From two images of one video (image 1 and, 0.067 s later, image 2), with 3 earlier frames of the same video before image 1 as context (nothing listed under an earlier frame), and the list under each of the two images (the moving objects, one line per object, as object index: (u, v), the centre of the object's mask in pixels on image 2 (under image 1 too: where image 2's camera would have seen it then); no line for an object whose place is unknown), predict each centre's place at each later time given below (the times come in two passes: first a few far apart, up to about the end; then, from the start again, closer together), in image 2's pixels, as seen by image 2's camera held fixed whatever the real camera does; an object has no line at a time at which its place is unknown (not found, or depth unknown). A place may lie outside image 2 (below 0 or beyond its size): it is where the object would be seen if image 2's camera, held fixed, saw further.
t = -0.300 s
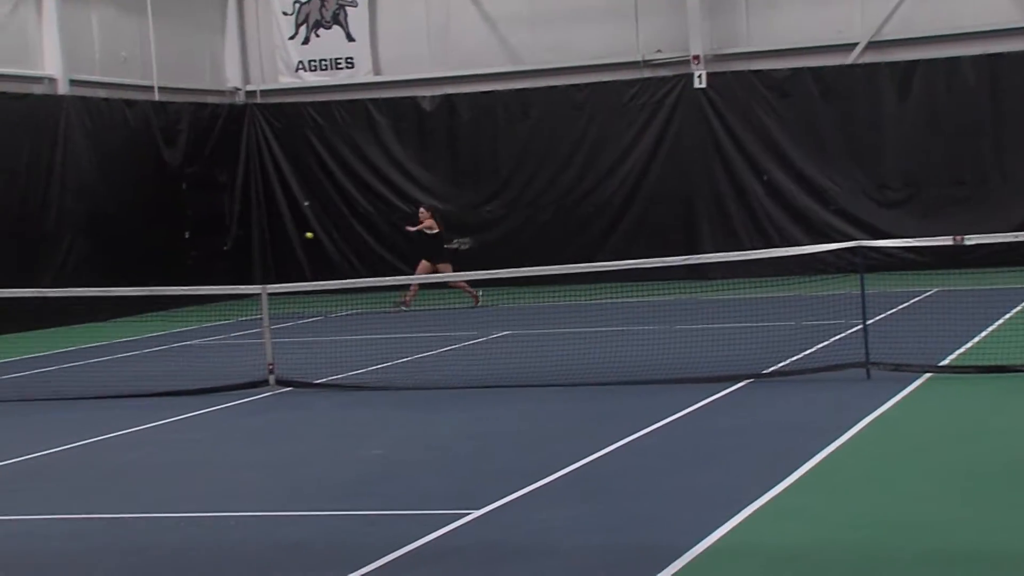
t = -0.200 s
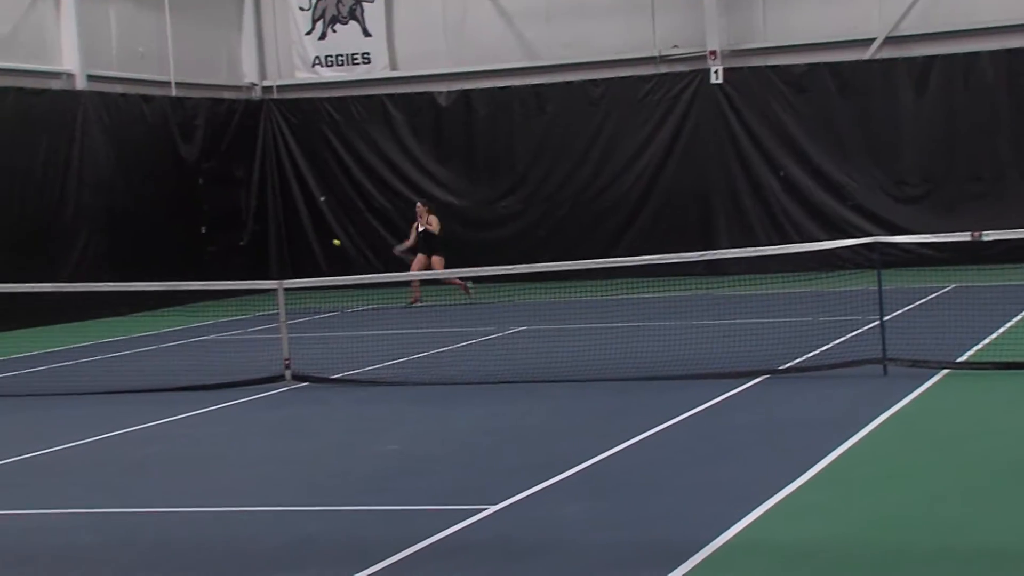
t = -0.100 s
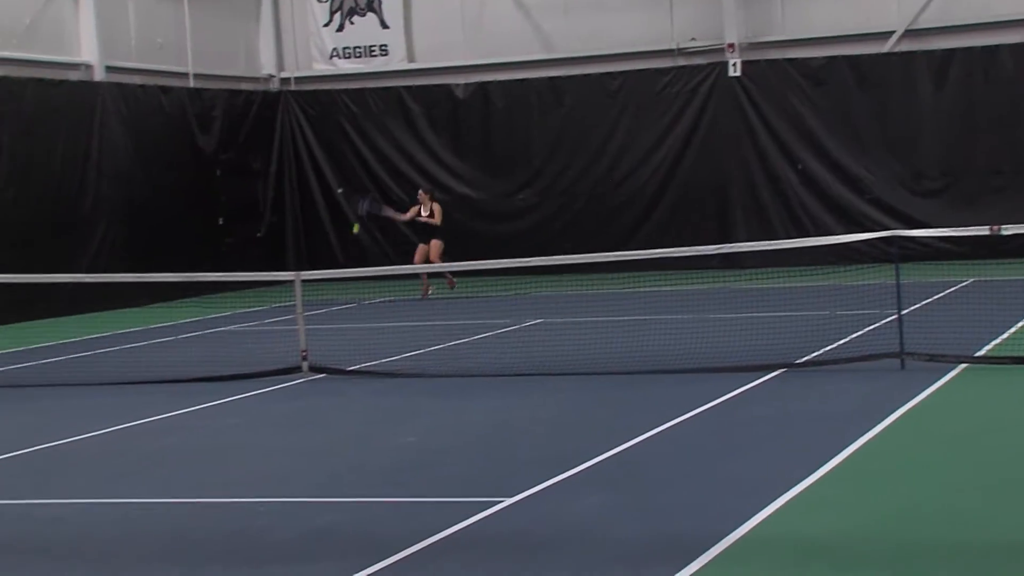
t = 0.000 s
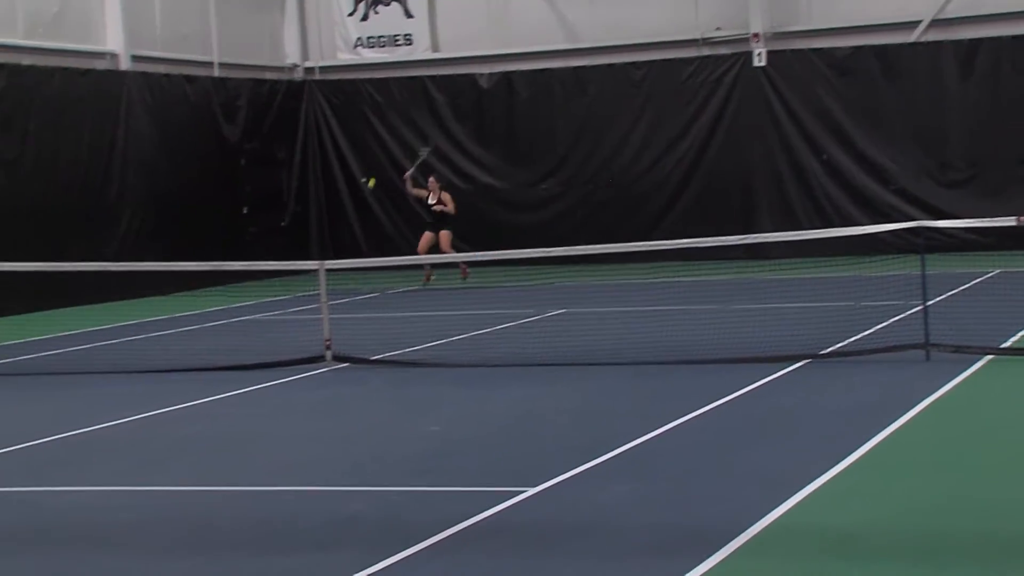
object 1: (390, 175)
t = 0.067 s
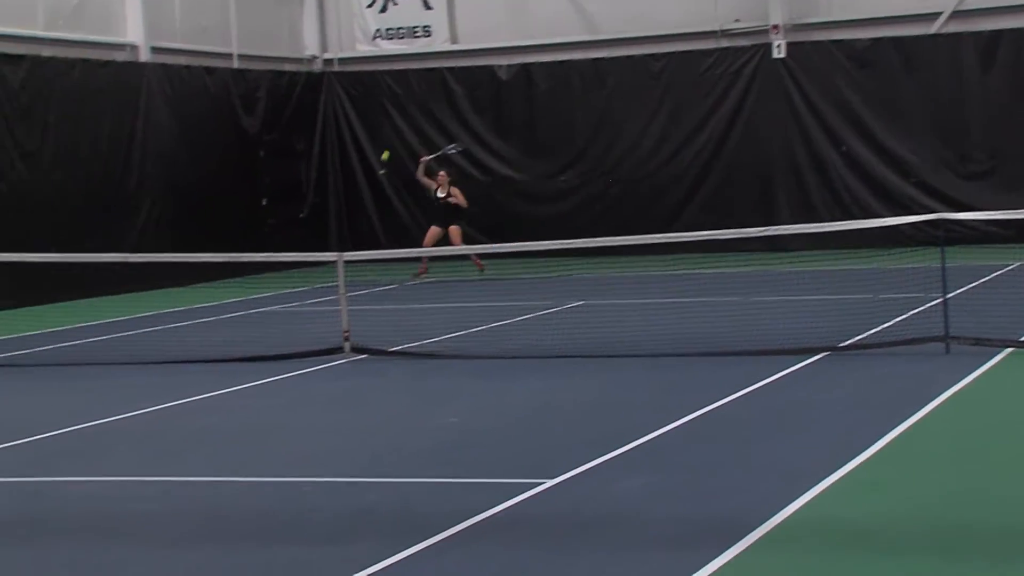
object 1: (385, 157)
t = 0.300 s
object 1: (372, 120)
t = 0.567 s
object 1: (368, 164)
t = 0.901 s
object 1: (388, 450)
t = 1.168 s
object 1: (372, 285)
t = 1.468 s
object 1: (360, 242)
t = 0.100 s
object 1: (383, 147)
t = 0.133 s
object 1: (381, 140)
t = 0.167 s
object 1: (379, 134)
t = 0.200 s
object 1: (377, 129)
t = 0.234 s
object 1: (375, 124)
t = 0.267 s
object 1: (373, 122)
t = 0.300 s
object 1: (372, 120)
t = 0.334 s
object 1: (371, 120)
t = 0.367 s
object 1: (369, 121)
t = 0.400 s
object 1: (369, 124)
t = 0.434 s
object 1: (368, 128)
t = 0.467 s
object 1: (368, 134)
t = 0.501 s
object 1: (367, 142)
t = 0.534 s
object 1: (367, 152)
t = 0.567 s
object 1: (368, 164)
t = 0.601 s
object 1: (368, 178)
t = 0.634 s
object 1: (369, 196)
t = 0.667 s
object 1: (371, 215)
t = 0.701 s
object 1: (372, 238)
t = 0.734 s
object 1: (375, 264)
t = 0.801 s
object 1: (378, 325)
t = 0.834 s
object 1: (381, 362)
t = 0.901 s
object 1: (388, 450)
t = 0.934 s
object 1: (387, 439)
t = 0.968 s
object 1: (384, 412)
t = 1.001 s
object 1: (382, 387)
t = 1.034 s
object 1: (379, 363)
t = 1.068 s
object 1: (377, 342)
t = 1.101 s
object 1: (375, 320)
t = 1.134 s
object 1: (373, 302)
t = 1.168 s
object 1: (372, 285)
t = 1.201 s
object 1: (370, 270)
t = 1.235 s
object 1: (367, 255)
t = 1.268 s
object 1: (366, 245)
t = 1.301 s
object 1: (365, 238)
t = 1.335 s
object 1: (363, 231)
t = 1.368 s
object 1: (362, 229)
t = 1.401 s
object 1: (361, 230)
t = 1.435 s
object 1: (360, 235)
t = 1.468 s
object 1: (360, 242)
